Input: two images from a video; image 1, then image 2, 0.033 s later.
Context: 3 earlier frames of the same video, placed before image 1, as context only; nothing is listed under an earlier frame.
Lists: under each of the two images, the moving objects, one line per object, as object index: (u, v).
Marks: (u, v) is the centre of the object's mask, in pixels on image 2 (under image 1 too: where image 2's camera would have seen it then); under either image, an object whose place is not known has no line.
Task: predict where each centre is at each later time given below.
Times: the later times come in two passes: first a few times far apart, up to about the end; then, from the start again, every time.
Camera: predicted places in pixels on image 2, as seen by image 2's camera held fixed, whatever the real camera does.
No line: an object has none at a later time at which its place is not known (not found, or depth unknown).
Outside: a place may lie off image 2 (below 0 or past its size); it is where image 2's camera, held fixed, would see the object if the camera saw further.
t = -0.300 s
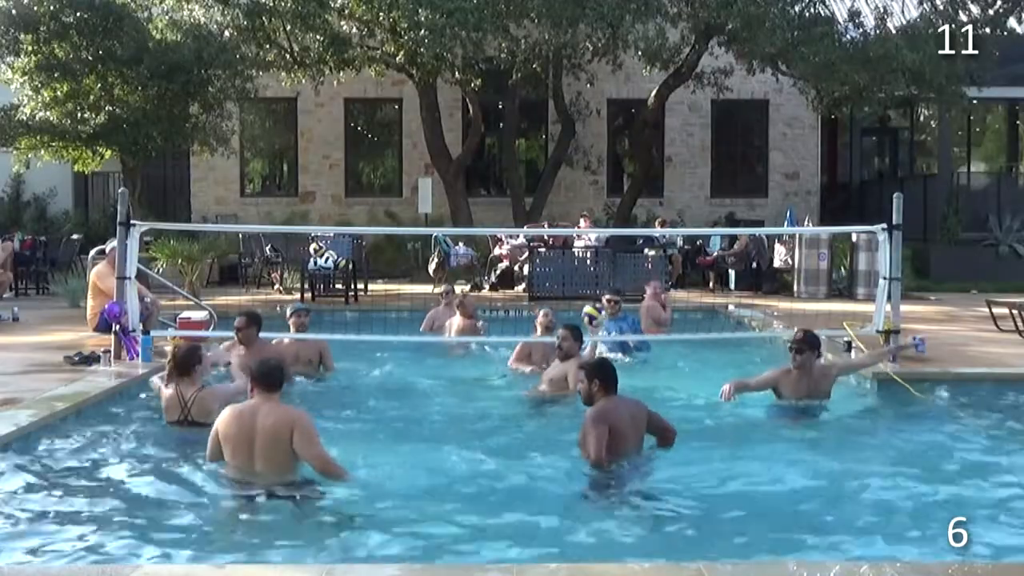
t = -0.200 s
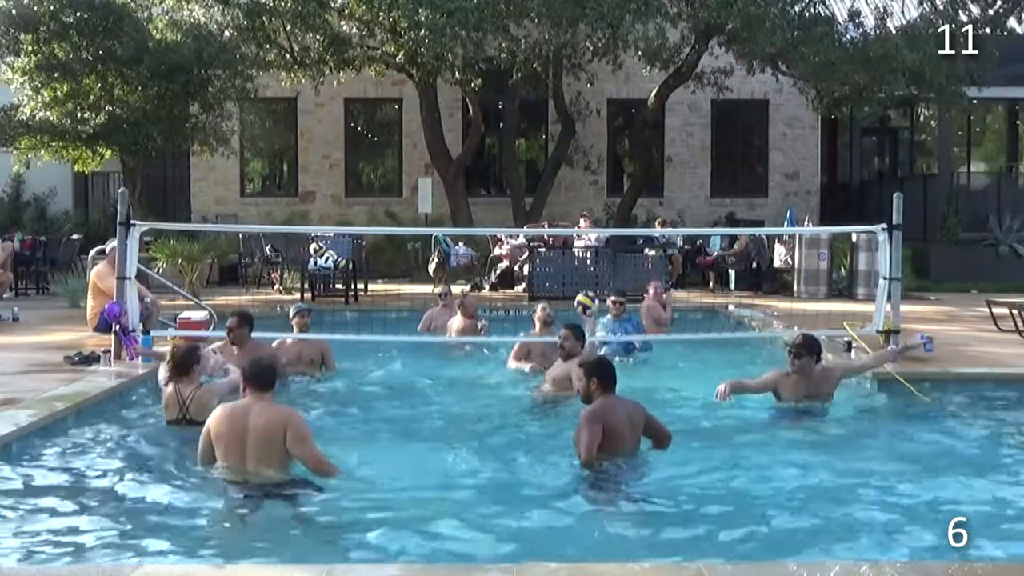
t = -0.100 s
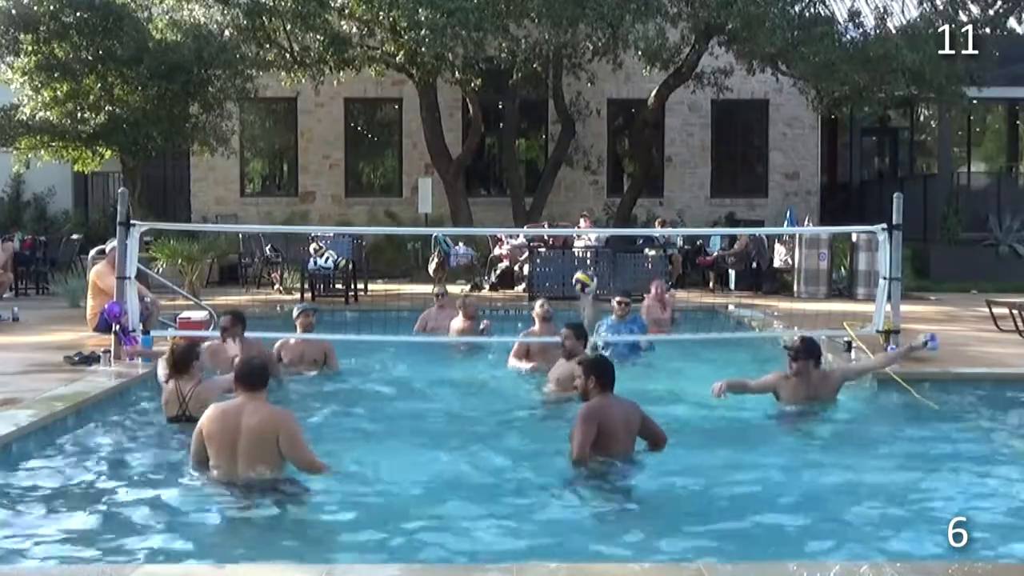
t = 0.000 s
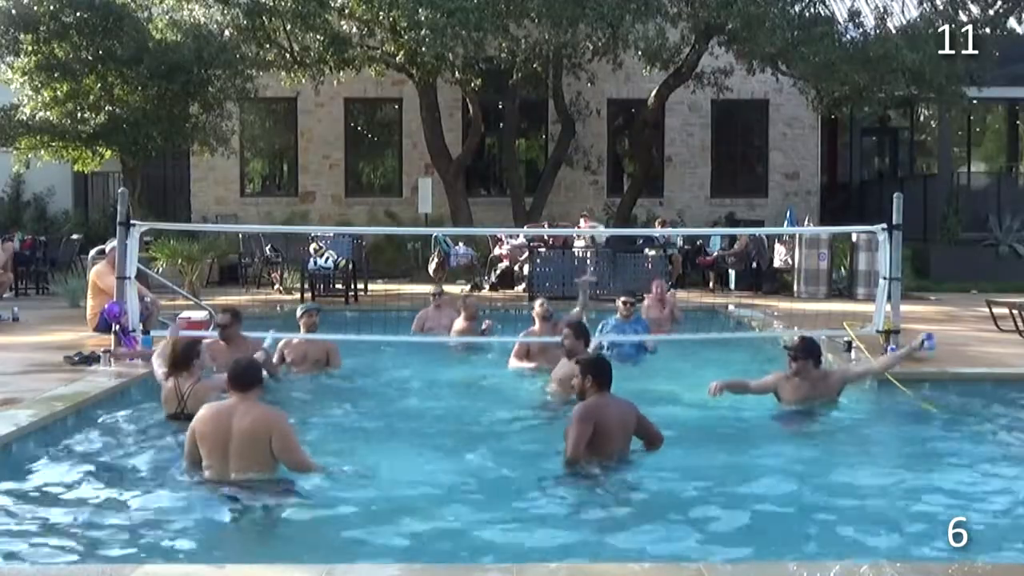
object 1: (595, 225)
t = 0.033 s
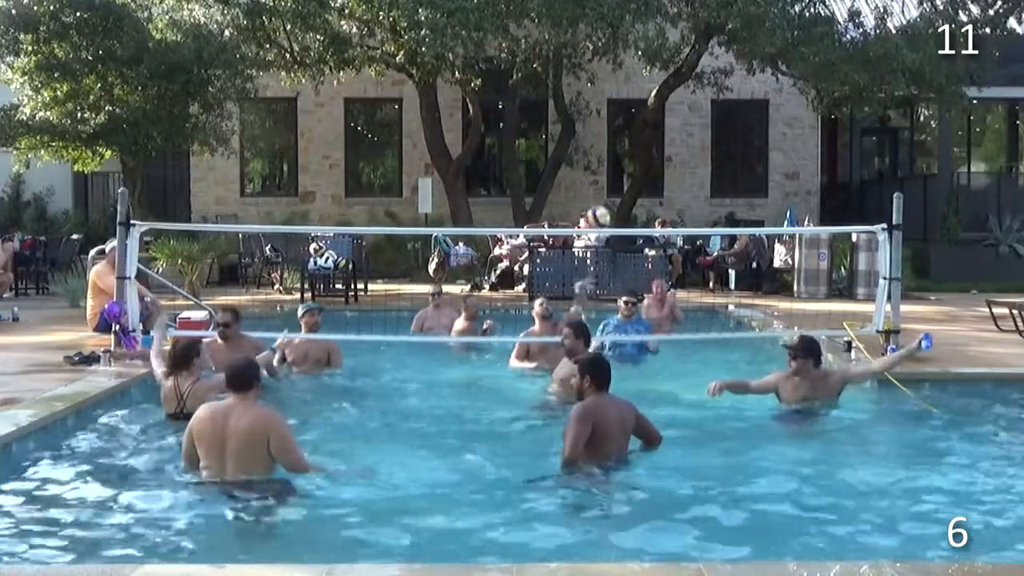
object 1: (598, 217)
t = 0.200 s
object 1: (615, 158)
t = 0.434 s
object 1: (646, 120)
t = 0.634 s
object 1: (675, 145)
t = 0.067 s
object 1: (600, 204)
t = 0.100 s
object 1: (604, 190)
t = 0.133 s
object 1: (608, 179)
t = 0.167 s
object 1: (611, 167)
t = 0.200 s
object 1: (615, 158)
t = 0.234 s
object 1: (620, 148)
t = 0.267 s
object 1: (624, 140)
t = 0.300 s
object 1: (628, 133)
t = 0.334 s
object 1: (633, 127)
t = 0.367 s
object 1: (637, 124)
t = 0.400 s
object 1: (641, 121)
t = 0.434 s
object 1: (646, 120)
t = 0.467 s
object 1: (650, 120)
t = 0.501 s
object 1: (655, 121)
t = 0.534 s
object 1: (660, 125)
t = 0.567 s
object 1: (664, 129)
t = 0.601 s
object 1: (670, 135)
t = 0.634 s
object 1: (675, 145)
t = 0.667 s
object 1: (681, 155)
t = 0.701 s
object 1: (686, 169)
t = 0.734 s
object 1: (693, 183)
